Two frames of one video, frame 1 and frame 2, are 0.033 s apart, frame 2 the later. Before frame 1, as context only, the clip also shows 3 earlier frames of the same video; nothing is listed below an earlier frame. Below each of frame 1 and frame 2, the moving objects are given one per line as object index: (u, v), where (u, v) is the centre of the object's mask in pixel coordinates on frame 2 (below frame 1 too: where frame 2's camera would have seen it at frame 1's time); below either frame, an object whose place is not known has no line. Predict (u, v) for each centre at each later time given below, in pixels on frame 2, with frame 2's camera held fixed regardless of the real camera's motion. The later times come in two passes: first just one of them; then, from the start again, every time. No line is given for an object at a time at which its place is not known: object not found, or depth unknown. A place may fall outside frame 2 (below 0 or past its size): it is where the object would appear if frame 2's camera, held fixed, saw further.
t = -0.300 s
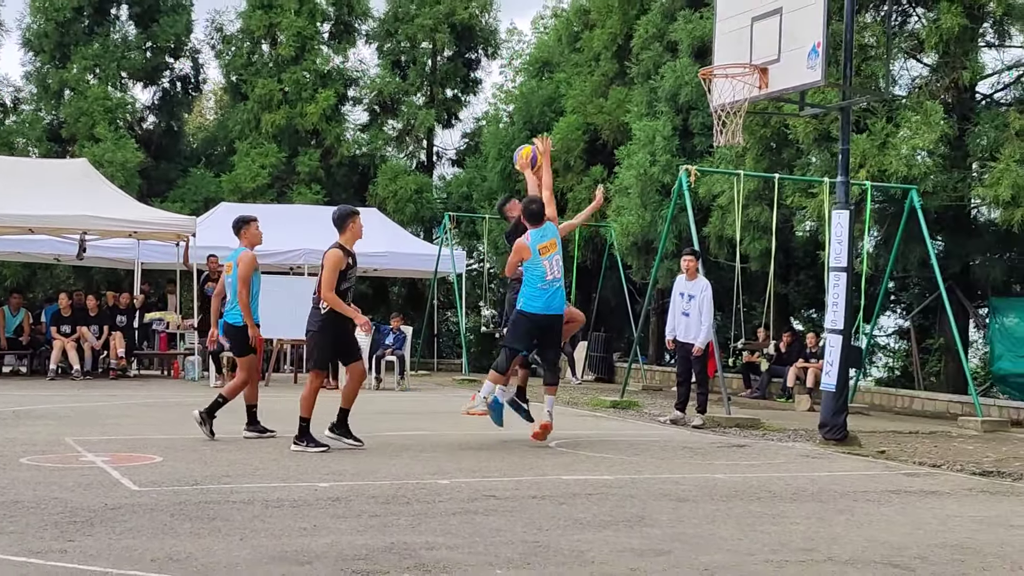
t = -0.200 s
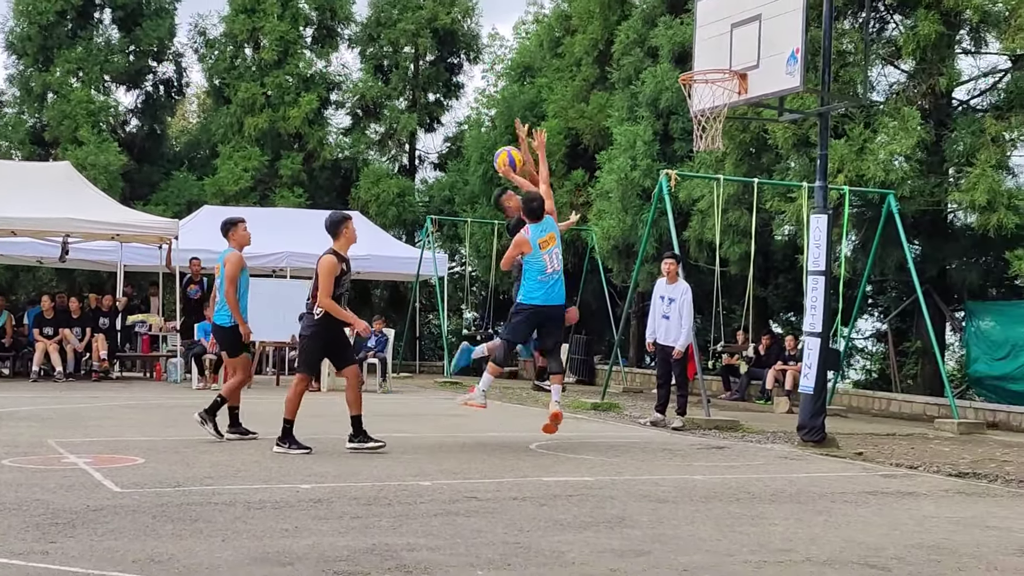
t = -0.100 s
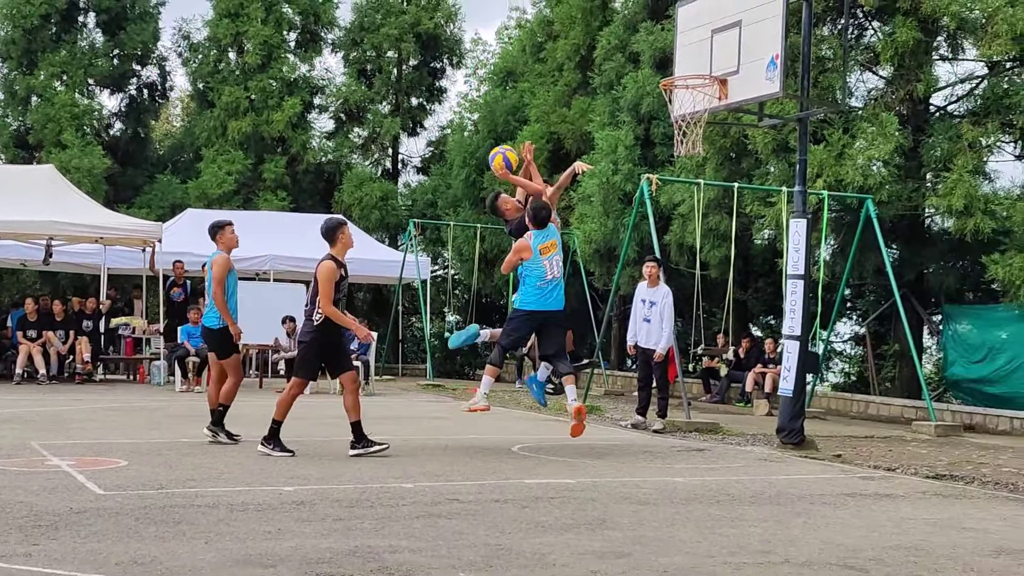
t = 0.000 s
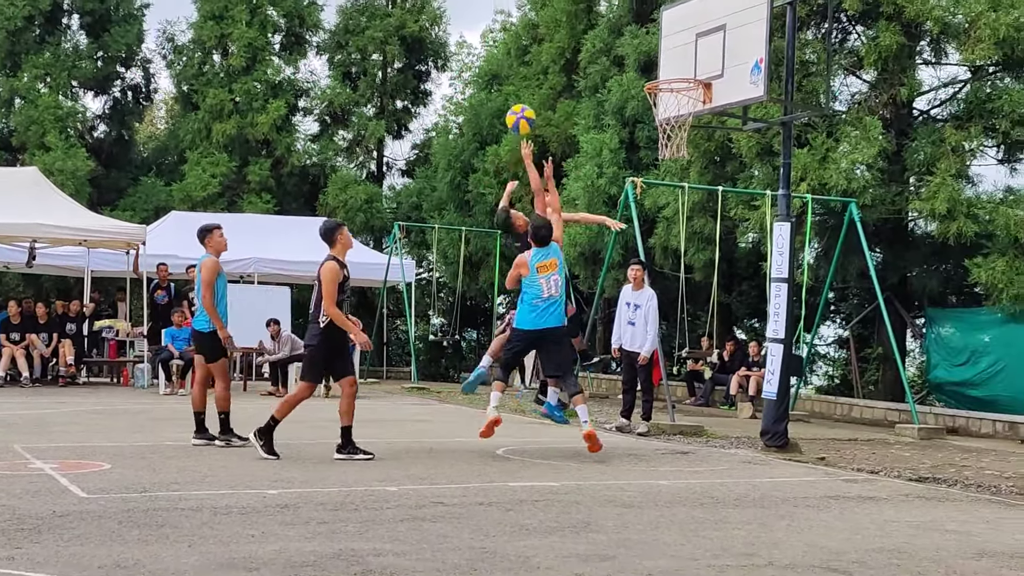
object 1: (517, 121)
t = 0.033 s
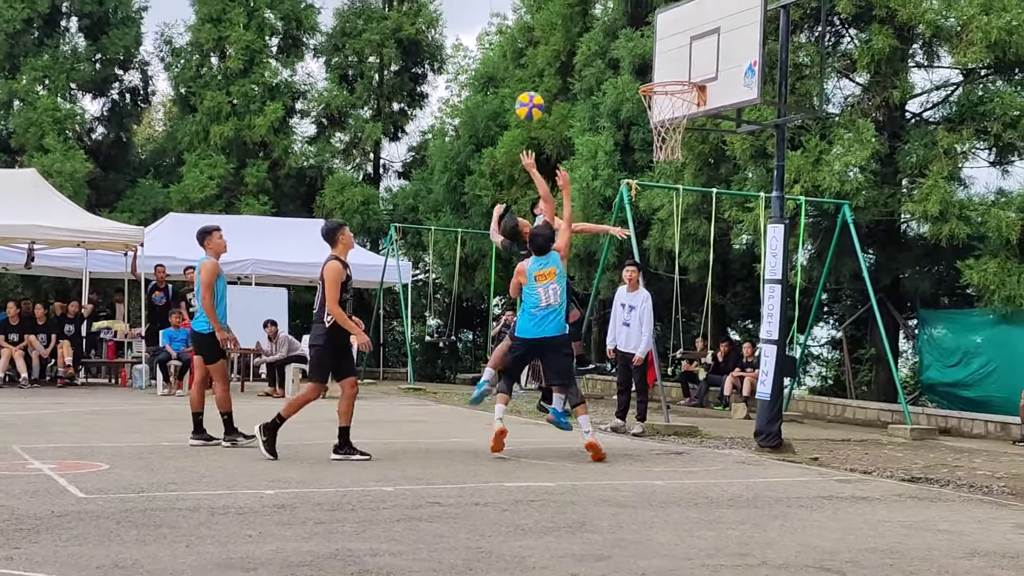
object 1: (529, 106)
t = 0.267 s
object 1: (615, 43)
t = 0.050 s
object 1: (536, 100)
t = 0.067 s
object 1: (542, 93)
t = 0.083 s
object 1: (549, 87)
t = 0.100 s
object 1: (555, 81)
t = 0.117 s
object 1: (561, 76)
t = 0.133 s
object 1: (567, 71)
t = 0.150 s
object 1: (573, 66)
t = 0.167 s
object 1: (578, 62)
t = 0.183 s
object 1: (584, 58)
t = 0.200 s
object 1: (591, 54)
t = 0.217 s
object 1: (597, 51)
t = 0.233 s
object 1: (603, 48)
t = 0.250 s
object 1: (609, 46)
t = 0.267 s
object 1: (615, 43)
